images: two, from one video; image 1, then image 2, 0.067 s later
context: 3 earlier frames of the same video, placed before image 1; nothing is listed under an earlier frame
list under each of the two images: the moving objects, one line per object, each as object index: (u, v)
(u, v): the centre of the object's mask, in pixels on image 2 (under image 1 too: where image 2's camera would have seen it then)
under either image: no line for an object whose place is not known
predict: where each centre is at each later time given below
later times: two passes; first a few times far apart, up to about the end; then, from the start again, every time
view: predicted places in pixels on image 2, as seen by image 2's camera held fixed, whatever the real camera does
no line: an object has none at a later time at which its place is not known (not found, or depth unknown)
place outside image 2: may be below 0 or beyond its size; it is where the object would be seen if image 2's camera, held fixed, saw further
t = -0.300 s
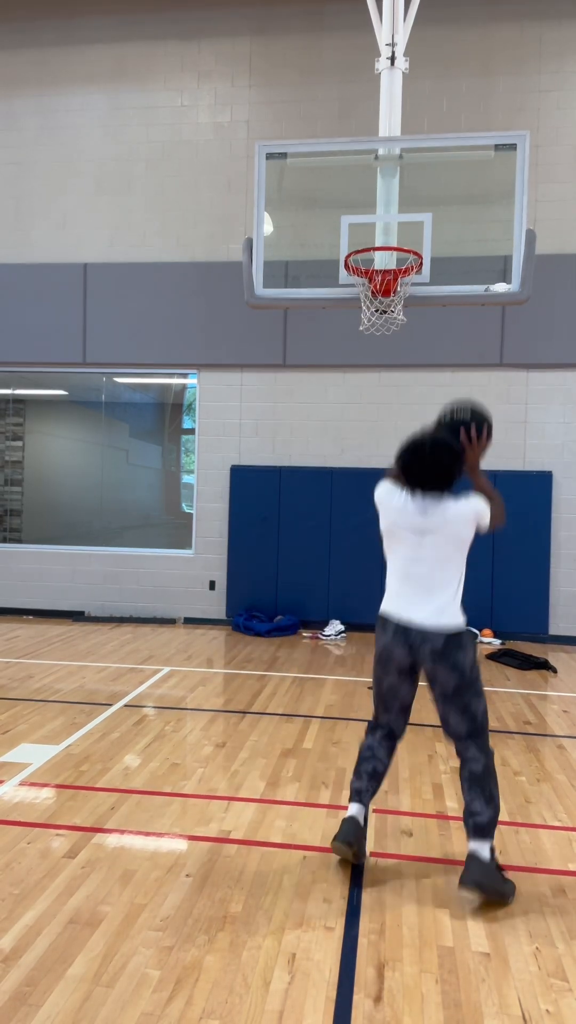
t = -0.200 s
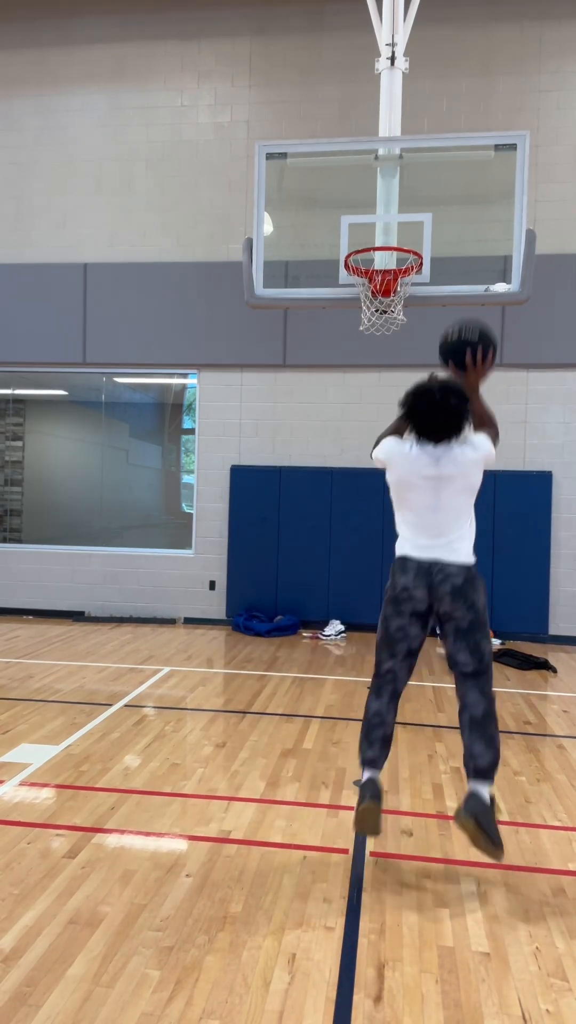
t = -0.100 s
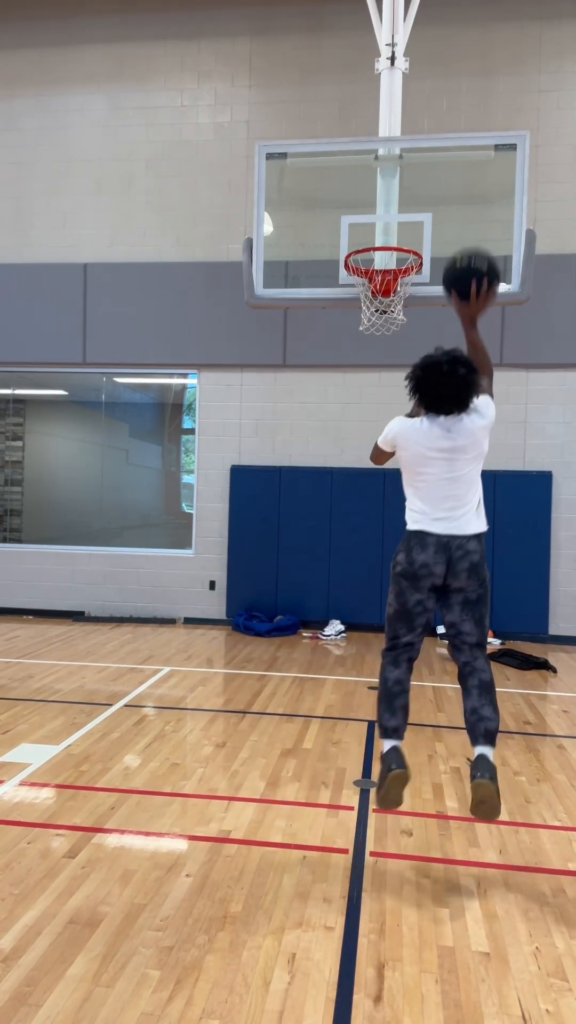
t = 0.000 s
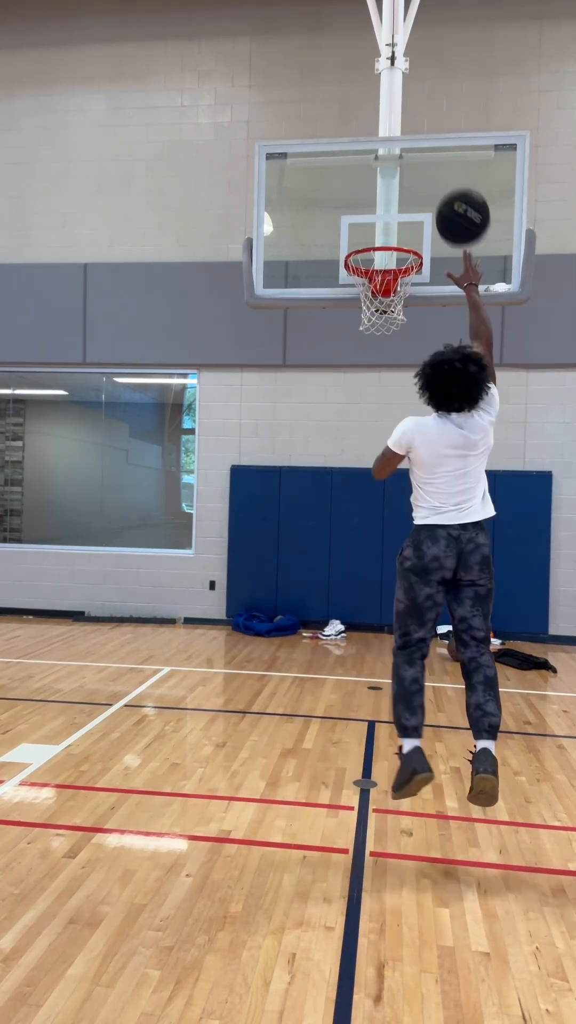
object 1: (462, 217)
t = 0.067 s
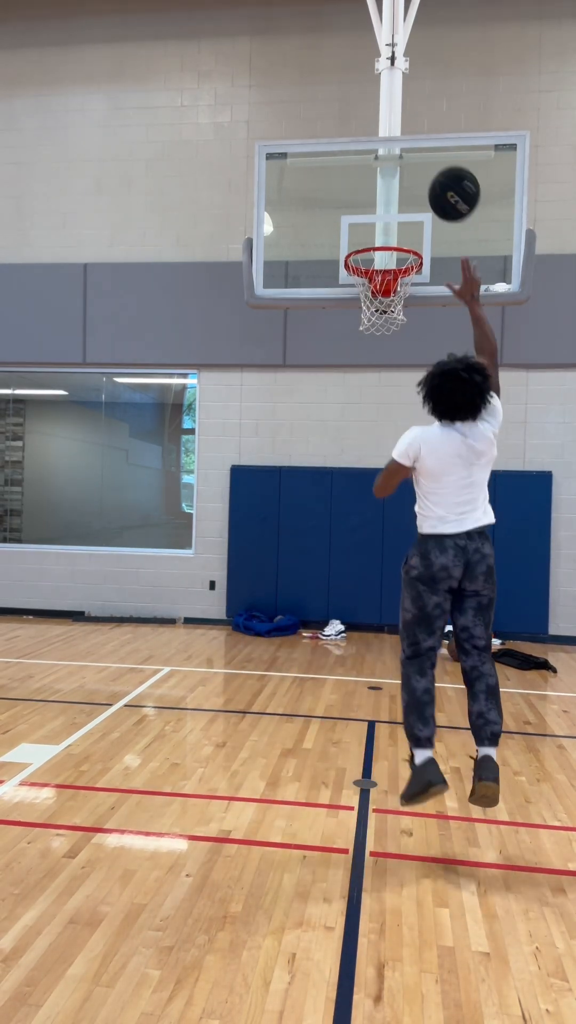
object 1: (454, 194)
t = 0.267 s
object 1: (430, 181)
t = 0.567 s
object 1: (423, 208)
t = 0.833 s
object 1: (452, 226)
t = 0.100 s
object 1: (450, 186)
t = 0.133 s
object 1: (446, 181)
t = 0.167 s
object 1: (442, 178)
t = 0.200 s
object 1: (438, 177)
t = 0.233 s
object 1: (434, 178)
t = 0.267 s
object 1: (430, 181)
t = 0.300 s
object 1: (426, 186)
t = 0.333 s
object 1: (423, 193)
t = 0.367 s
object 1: (419, 202)
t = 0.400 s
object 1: (415, 212)
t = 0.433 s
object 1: (412, 224)
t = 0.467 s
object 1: (411, 230)
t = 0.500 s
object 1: (415, 222)
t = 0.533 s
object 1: (419, 214)
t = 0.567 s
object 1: (423, 208)
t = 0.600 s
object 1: (427, 204)
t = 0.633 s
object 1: (430, 201)
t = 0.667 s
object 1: (434, 201)
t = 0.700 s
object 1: (438, 202)
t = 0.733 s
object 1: (441, 205)
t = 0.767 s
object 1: (445, 210)
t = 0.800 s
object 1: (448, 217)
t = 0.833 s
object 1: (452, 226)
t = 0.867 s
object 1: (455, 236)
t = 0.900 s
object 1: (458, 249)
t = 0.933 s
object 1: (461, 263)
